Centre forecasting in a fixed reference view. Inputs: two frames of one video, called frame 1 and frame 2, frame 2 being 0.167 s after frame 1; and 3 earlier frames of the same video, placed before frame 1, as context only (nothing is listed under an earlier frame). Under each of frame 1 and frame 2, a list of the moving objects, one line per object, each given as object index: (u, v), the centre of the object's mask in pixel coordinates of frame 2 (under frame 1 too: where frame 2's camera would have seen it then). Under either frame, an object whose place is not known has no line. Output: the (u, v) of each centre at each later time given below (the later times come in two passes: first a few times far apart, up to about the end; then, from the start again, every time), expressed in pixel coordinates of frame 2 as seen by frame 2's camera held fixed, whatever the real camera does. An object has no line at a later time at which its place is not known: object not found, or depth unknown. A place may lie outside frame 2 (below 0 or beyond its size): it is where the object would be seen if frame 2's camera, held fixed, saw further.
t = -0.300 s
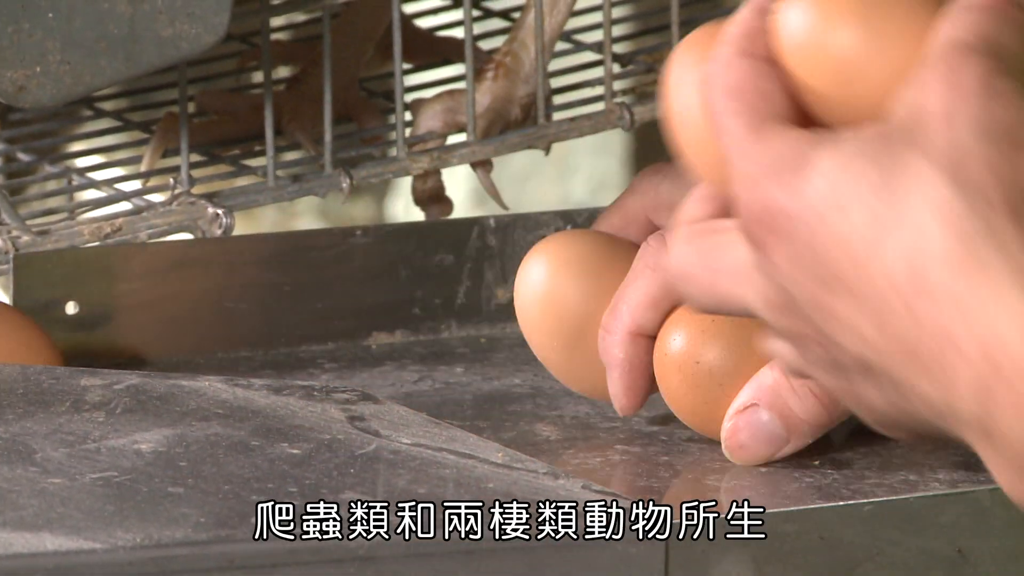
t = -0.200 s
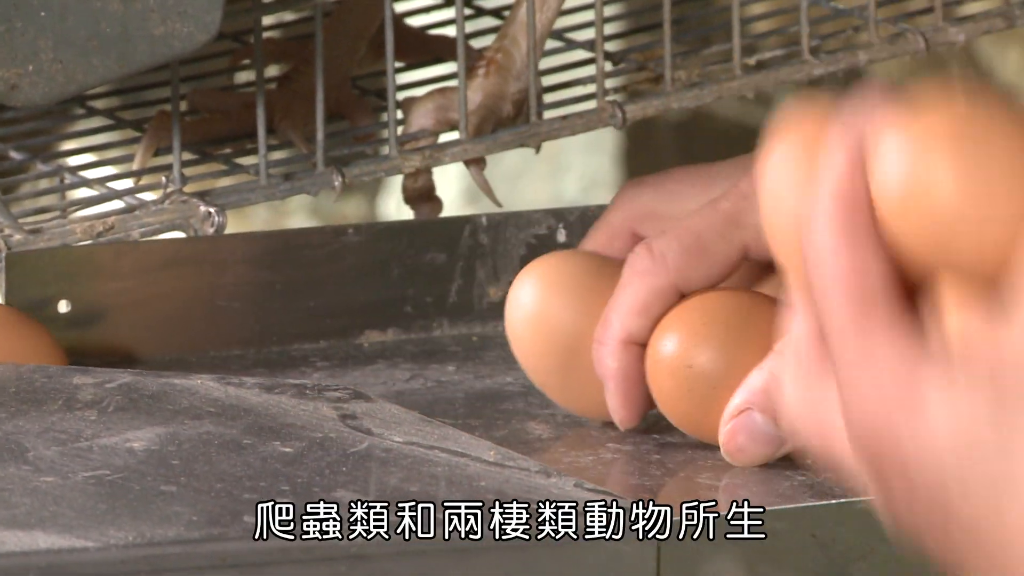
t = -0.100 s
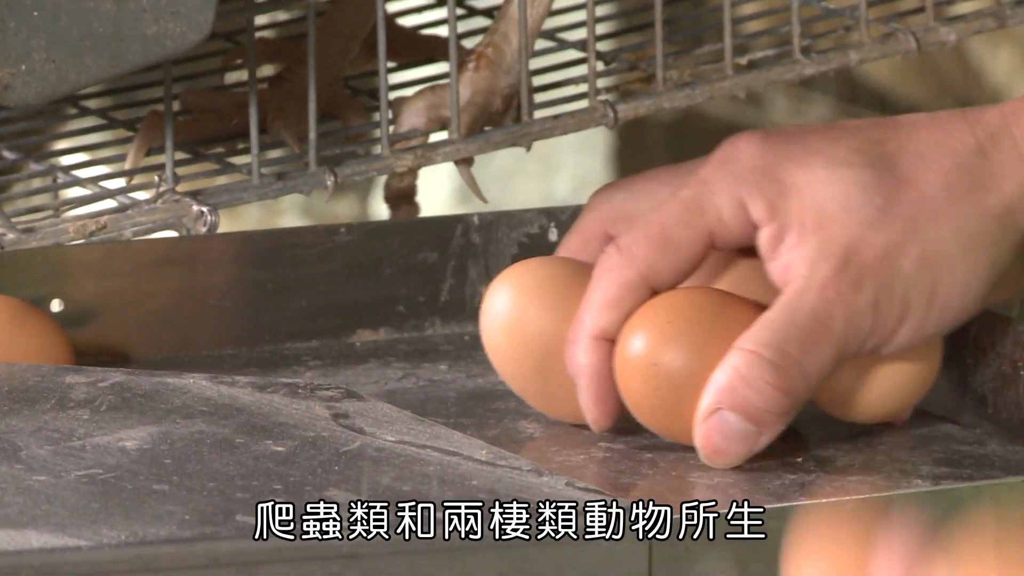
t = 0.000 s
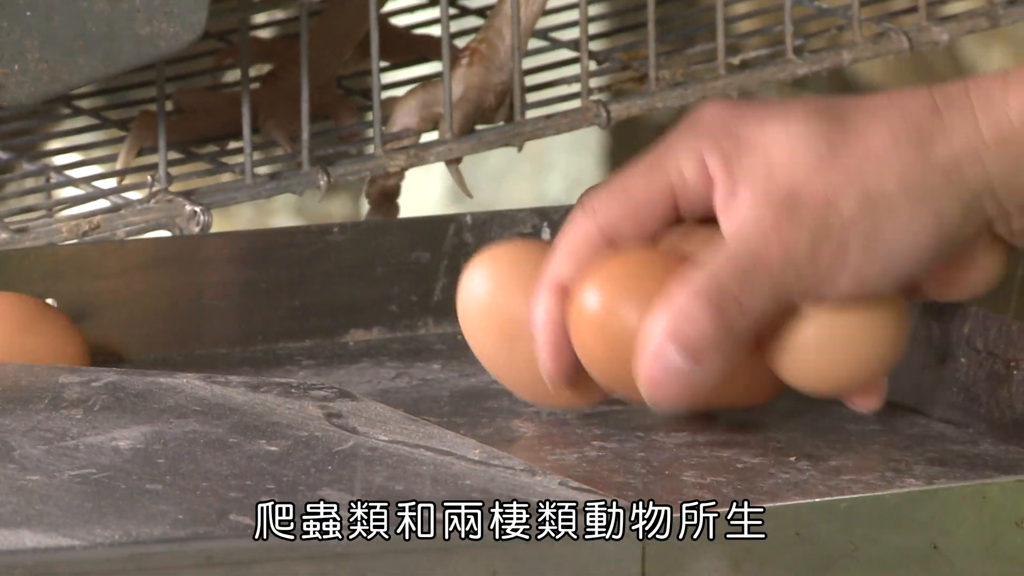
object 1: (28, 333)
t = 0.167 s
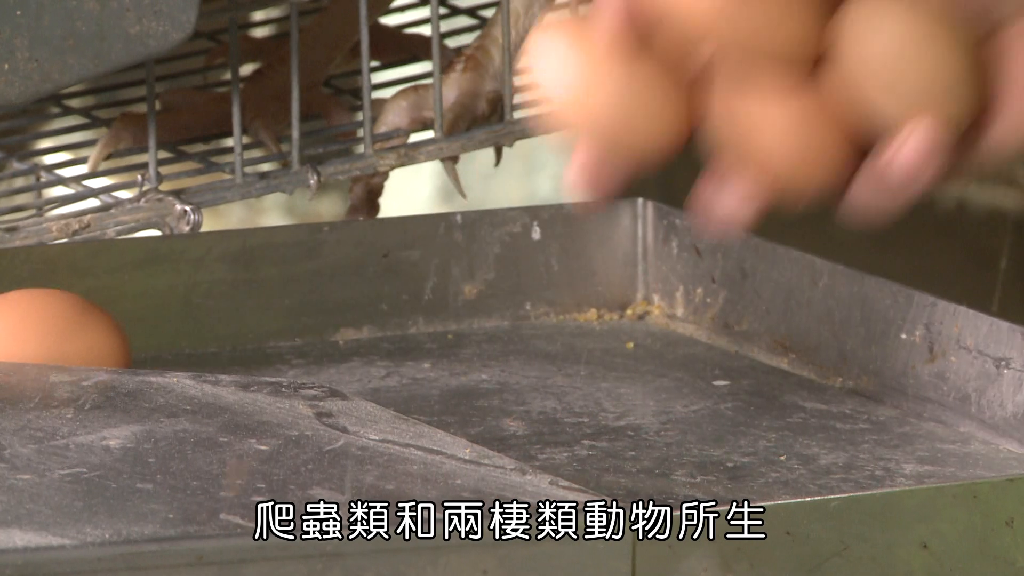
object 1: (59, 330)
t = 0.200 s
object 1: (65, 329)
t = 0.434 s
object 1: (165, 339)
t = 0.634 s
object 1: (364, 361)
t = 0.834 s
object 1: (480, 377)
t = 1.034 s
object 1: (581, 392)
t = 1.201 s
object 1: (639, 383)
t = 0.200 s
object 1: (65, 329)
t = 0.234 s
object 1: (72, 330)
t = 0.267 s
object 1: (80, 330)
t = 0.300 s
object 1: (90, 331)
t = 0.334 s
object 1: (103, 332)
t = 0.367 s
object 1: (119, 333)
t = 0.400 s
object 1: (139, 336)
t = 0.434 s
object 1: (165, 339)
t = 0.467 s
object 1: (195, 347)
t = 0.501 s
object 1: (234, 349)
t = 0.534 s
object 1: (271, 349)
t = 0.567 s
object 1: (305, 351)
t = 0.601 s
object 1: (336, 356)
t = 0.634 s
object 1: (364, 361)
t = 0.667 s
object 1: (387, 365)
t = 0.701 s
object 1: (407, 366)
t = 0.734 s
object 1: (426, 367)
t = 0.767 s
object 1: (444, 369)
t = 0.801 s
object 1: (461, 372)
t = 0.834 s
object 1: (480, 377)
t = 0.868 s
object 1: (498, 382)
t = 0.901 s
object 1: (518, 386)
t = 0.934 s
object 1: (535, 389)
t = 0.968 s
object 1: (552, 390)
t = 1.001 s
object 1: (567, 391)
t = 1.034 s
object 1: (581, 392)
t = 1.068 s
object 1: (594, 391)
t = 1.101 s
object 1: (607, 389)
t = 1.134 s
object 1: (619, 387)
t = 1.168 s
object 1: (630, 385)
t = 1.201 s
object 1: (639, 383)
